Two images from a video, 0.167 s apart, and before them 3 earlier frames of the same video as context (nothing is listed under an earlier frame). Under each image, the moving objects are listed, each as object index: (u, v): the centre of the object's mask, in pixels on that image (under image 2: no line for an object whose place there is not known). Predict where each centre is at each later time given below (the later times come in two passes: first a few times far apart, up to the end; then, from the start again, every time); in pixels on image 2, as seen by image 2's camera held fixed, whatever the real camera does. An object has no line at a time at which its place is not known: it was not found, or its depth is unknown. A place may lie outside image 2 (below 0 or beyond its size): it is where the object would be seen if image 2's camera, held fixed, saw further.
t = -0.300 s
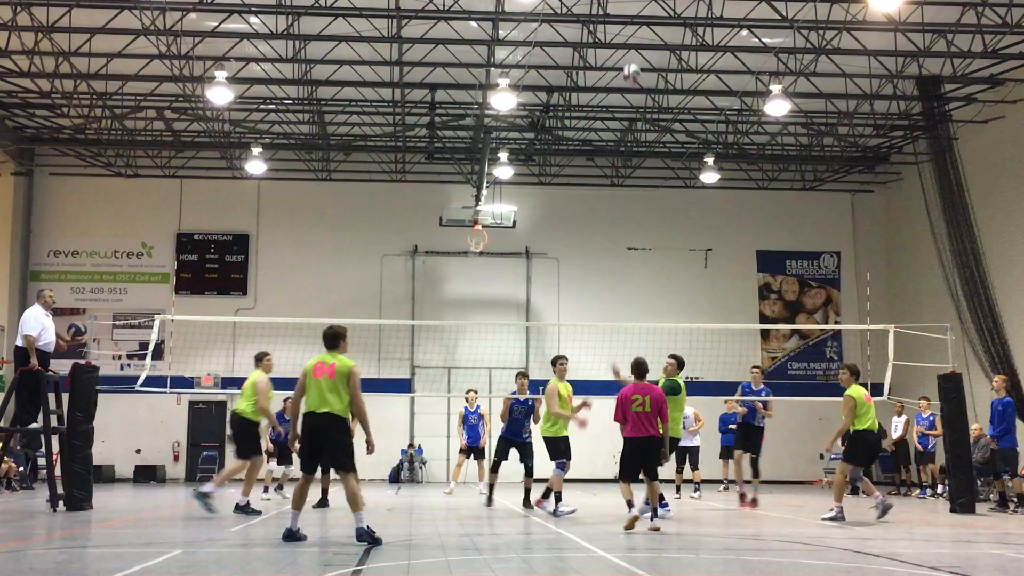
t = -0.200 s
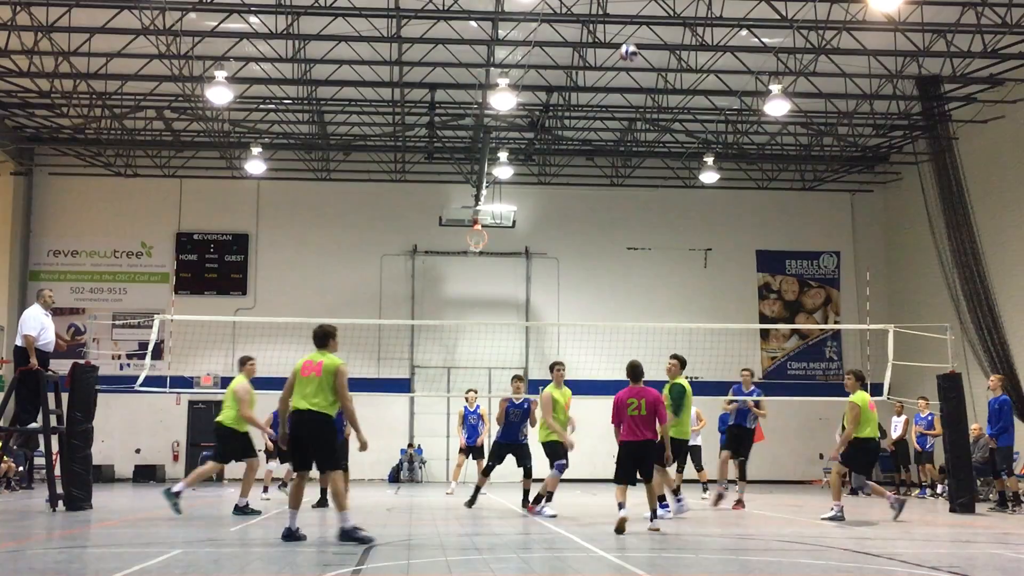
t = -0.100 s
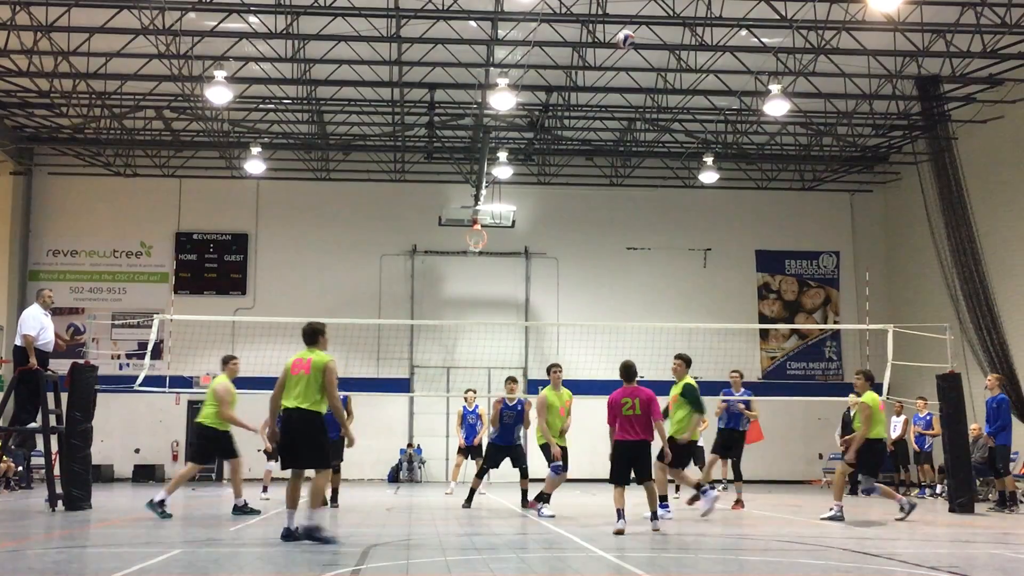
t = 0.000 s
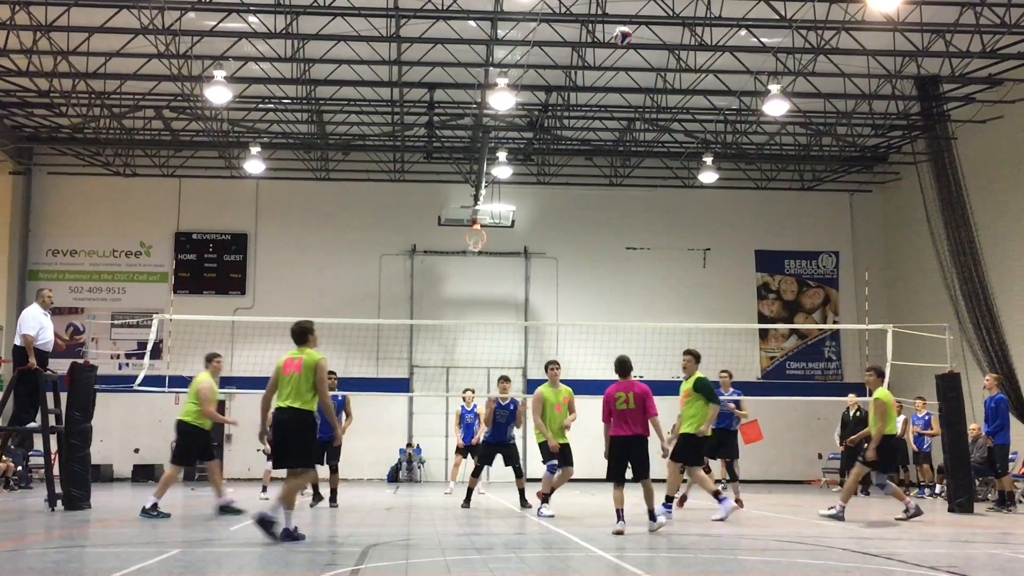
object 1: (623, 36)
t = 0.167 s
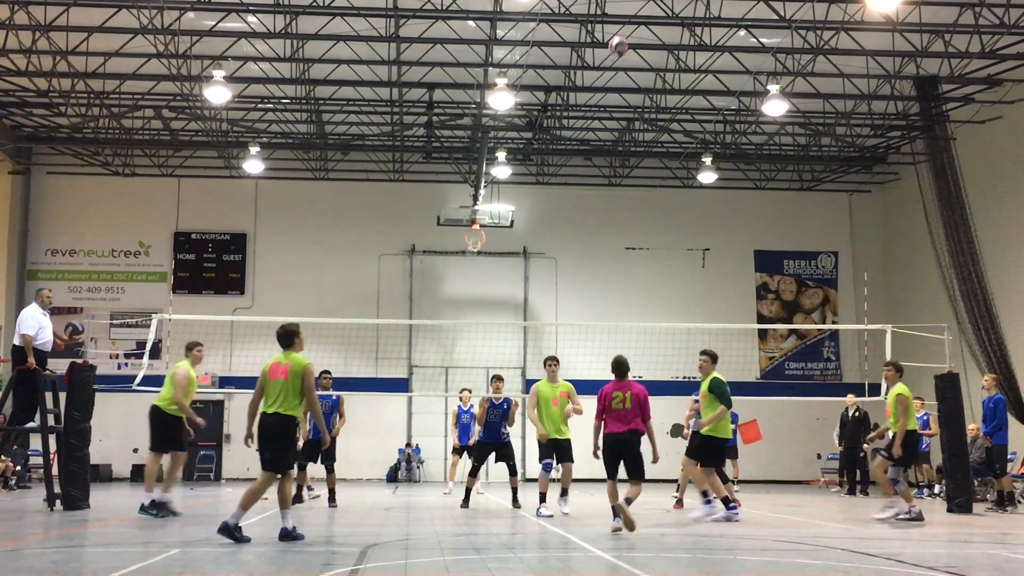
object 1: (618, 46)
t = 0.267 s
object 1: (615, 65)
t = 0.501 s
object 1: (610, 144)
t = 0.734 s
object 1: (605, 275)
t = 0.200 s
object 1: (617, 51)
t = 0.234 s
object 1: (616, 58)
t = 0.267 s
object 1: (615, 65)
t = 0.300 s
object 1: (615, 72)
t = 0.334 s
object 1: (614, 83)
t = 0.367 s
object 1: (613, 92)
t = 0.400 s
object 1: (612, 104)
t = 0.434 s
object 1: (612, 117)
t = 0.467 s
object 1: (611, 129)
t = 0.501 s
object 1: (610, 144)
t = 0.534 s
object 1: (609, 159)
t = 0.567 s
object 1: (609, 174)
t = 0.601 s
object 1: (608, 191)
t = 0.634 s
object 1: (607, 211)
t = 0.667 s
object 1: (607, 231)
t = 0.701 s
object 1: (605, 252)
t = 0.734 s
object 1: (605, 275)
